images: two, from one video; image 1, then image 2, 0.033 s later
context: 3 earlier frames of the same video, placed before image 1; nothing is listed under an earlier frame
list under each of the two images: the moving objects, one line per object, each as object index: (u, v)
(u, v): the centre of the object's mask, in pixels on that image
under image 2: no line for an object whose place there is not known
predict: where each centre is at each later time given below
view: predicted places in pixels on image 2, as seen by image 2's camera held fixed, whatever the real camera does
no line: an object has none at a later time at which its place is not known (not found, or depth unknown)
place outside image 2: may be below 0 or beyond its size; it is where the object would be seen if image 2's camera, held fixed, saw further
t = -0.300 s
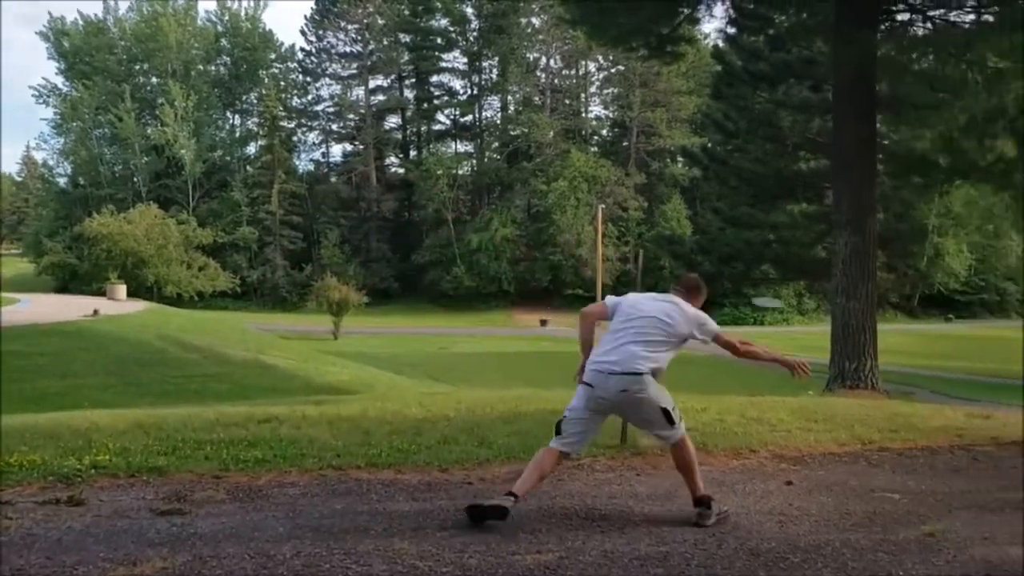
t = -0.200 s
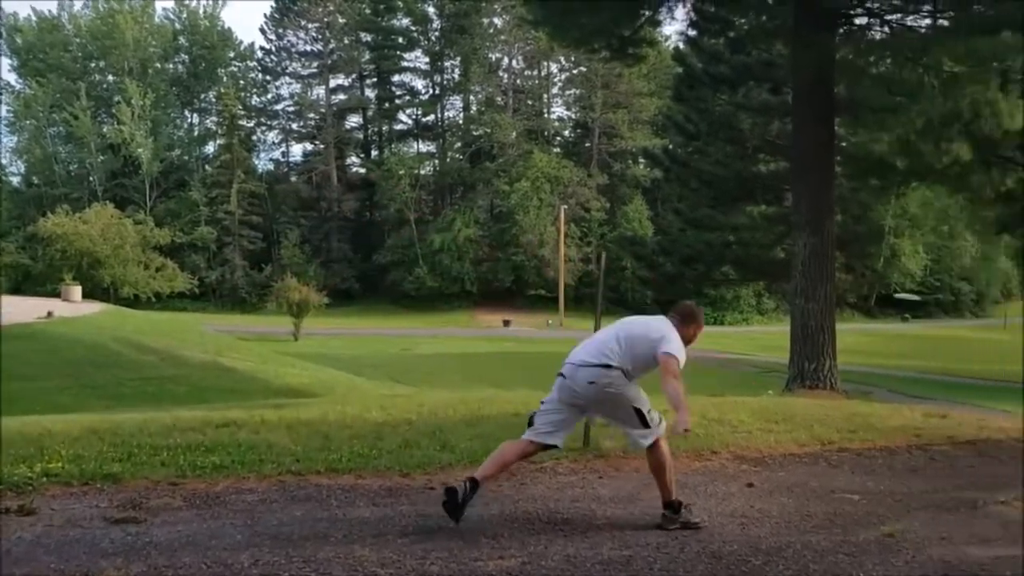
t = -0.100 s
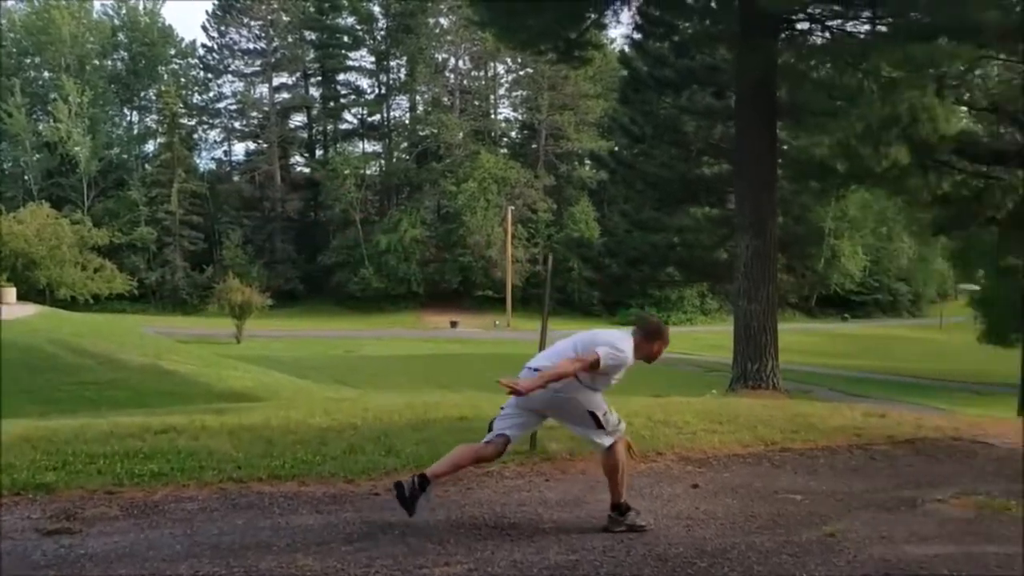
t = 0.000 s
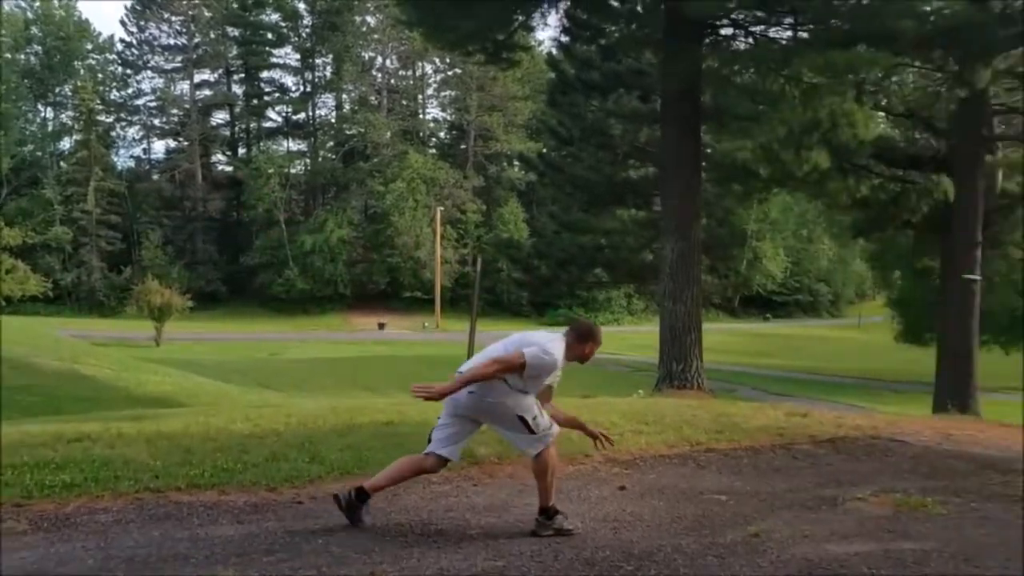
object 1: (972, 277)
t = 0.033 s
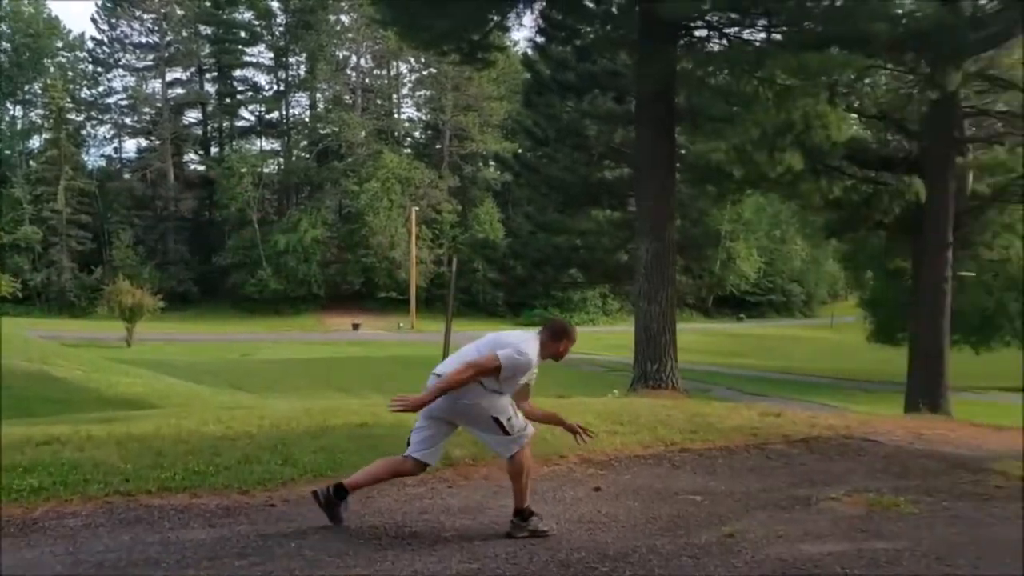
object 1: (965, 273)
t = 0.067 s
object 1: (988, 270)
